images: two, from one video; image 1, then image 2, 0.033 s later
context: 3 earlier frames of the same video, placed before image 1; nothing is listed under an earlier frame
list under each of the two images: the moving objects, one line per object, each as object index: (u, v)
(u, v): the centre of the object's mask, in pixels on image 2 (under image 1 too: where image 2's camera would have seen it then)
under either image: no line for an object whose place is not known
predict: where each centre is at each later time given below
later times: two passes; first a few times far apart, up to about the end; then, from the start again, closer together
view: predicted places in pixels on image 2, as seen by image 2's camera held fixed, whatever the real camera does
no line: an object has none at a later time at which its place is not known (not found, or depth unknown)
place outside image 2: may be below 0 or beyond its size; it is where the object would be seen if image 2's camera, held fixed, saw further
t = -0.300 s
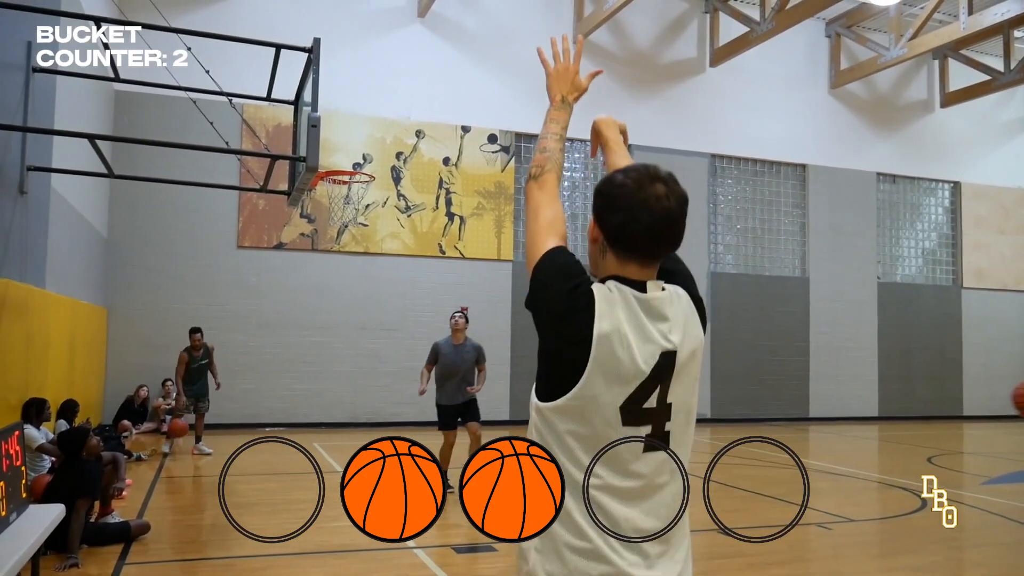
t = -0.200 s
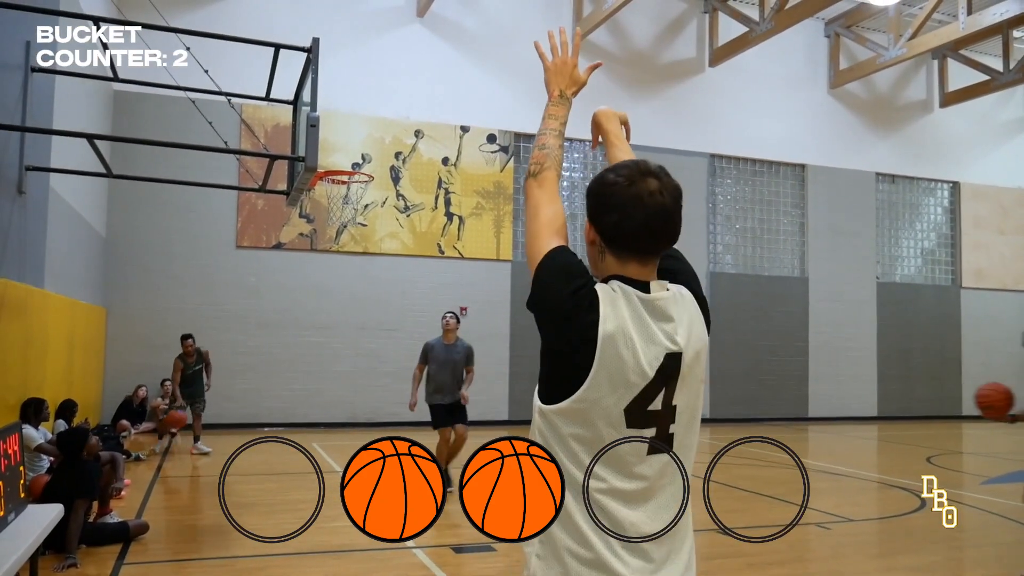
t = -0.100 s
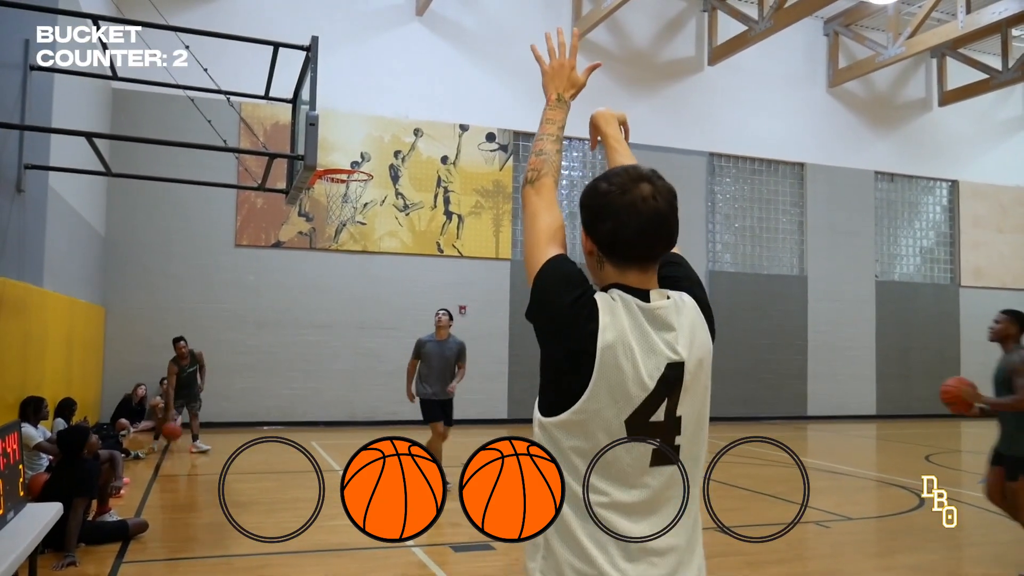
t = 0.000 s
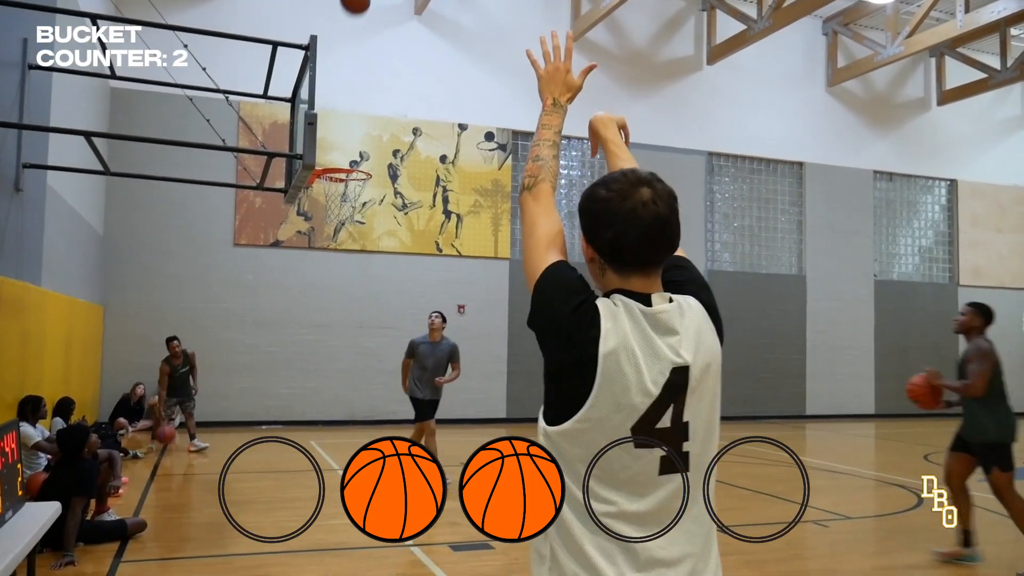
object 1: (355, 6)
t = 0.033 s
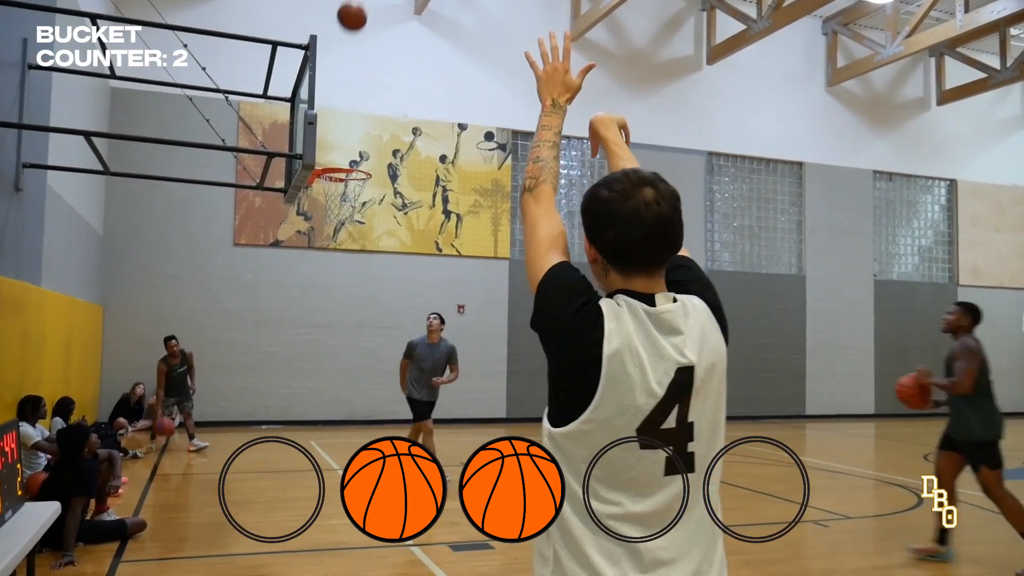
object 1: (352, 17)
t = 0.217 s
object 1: (338, 120)
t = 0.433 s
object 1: (371, 197)
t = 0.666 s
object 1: (368, 197)
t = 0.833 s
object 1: (360, 233)
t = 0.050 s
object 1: (350, 25)
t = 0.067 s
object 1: (349, 34)
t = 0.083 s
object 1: (348, 44)
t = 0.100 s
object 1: (346, 53)
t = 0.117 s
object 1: (345, 62)
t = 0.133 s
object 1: (344, 71)
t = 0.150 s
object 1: (343, 81)
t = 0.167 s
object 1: (342, 91)
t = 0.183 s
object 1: (341, 101)
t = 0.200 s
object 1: (339, 111)
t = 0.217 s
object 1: (338, 120)
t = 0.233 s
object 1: (337, 131)
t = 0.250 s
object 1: (336, 141)
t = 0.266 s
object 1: (335, 151)
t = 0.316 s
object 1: (337, 180)
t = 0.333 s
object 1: (344, 184)
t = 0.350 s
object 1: (351, 189)
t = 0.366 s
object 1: (357, 193)
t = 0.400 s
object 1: (367, 199)
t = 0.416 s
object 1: (370, 198)
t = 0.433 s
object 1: (371, 197)
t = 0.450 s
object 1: (372, 196)
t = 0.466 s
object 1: (373, 194)
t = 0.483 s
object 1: (374, 193)
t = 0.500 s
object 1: (374, 193)
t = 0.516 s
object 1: (374, 191)
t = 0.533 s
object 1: (374, 191)
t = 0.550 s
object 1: (373, 191)
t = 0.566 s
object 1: (372, 191)
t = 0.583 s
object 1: (372, 192)
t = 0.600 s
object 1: (372, 192)
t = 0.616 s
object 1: (371, 193)
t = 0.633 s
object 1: (370, 194)
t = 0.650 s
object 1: (369, 194)
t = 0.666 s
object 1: (368, 197)
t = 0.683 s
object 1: (367, 198)
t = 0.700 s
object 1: (367, 202)
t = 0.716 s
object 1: (366, 205)
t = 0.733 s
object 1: (365, 208)
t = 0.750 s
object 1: (364, 212)
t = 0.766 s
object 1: (363, 215)
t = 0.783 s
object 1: (363, 220)
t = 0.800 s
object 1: (362, 224)
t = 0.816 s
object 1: (359, 229)
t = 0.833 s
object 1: (360, 233)
